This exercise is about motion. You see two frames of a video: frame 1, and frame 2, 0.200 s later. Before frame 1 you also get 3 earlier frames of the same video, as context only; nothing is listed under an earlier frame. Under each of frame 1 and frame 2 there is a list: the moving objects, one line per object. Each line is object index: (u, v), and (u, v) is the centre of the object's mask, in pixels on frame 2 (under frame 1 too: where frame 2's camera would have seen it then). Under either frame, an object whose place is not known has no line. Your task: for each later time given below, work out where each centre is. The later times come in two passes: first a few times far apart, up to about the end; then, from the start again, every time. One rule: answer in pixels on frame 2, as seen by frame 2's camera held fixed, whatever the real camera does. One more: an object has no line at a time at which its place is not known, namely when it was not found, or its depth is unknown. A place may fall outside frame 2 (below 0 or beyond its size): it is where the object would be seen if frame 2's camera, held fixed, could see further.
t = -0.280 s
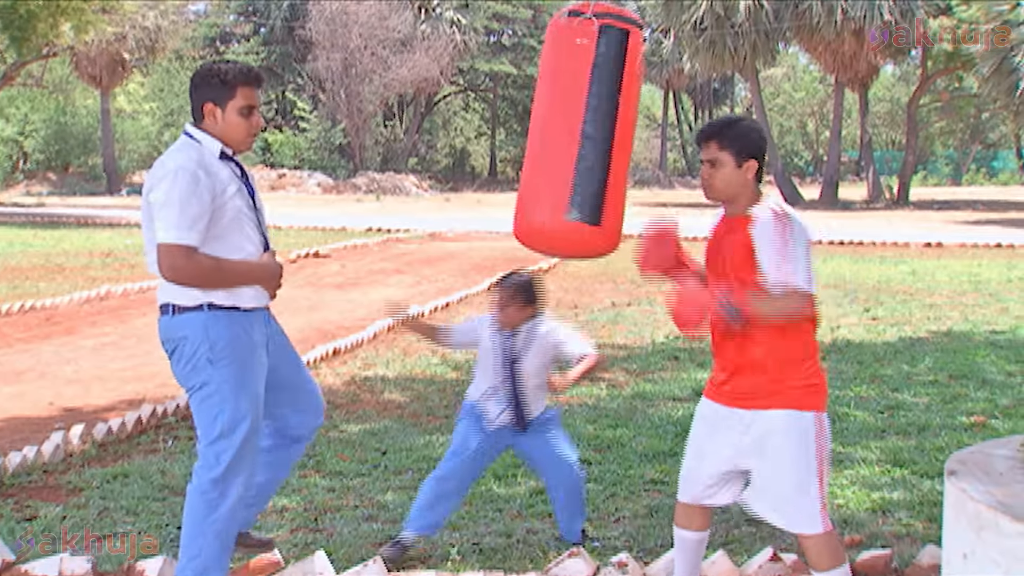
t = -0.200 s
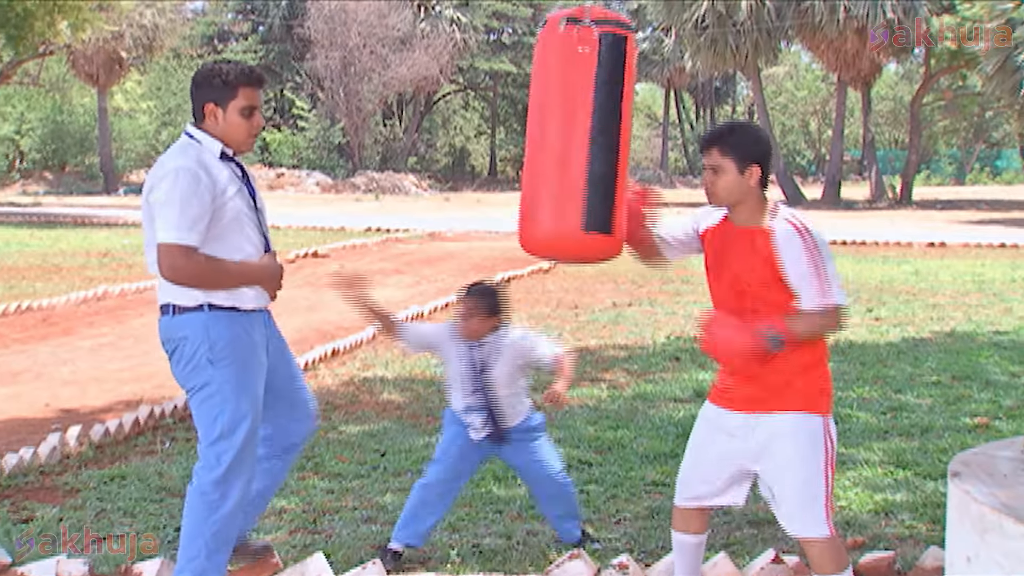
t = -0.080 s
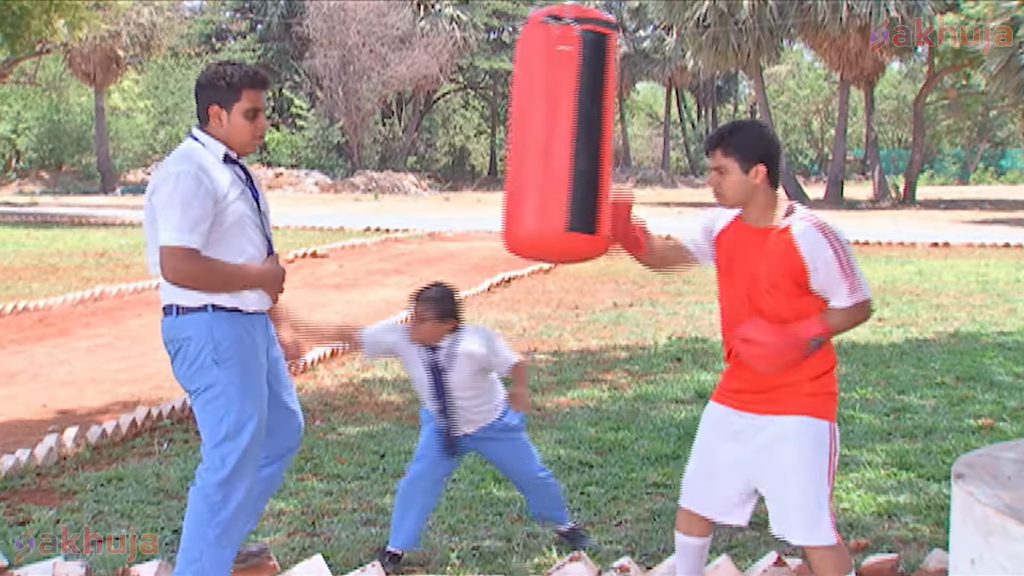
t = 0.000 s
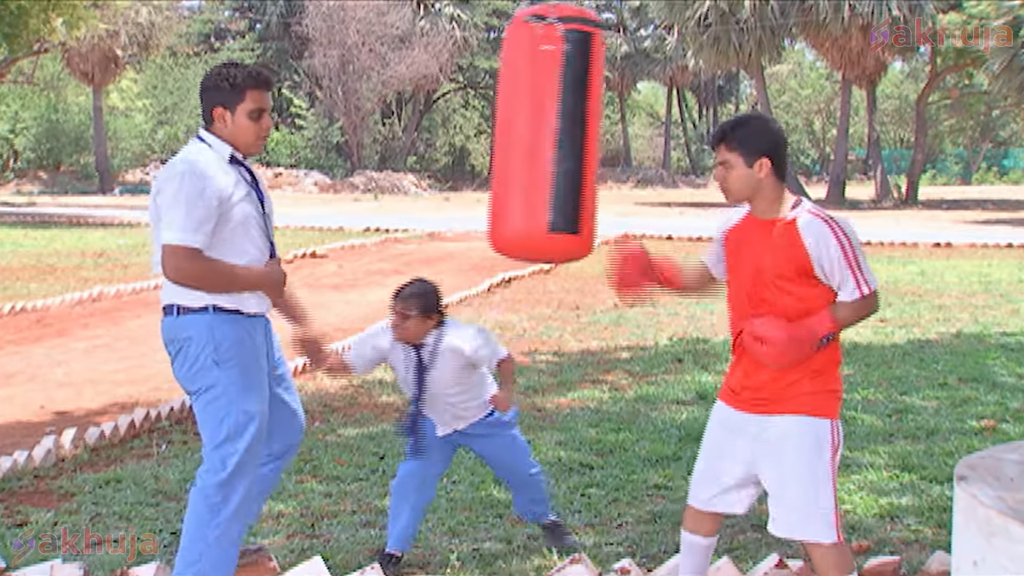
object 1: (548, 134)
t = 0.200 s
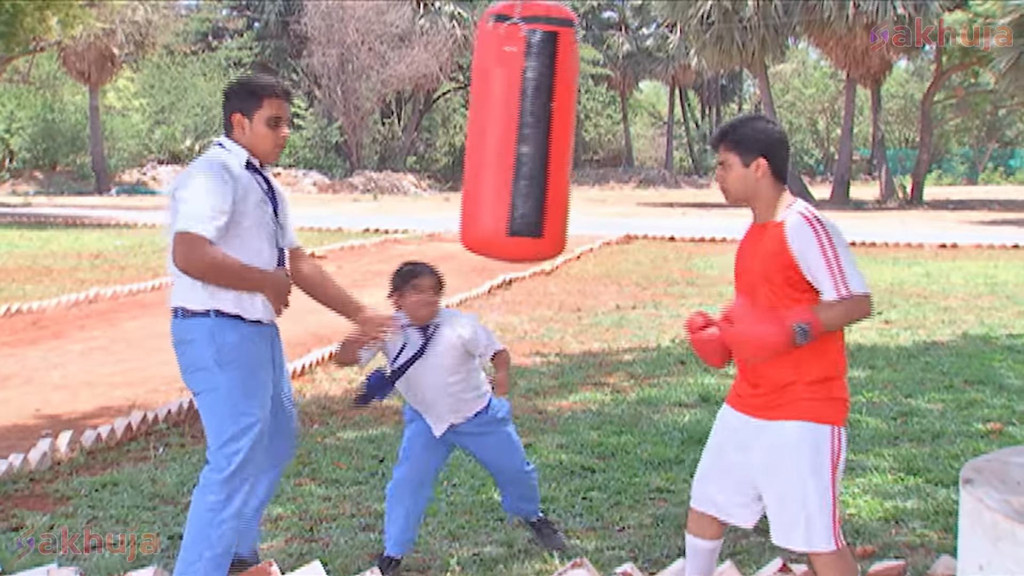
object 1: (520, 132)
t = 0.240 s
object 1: (516, 131)
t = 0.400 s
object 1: (504, 131)
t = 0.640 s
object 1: (502, 131)
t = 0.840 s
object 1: (514, 132)
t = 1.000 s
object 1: (532, 135)
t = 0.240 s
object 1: (516, 131)
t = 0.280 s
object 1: (512, 131)
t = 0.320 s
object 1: (509, 131)
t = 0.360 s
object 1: (506, 131)
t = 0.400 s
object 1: (504, 131)
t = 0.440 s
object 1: (503, 131)
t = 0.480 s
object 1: (502, 131)
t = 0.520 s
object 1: (501, 131)
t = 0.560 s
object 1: (501, 131)
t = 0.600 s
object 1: (501, 131)
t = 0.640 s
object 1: (502, 131)
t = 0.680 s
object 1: (504, 131)
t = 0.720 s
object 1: (506, 132)
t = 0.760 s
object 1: (508, 132)
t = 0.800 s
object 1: (511, 132)
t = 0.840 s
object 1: (514, 132)
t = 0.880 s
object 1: (518, 133)
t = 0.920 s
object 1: (523, 133)
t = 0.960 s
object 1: (527, 134)
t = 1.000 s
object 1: (532, 135)
